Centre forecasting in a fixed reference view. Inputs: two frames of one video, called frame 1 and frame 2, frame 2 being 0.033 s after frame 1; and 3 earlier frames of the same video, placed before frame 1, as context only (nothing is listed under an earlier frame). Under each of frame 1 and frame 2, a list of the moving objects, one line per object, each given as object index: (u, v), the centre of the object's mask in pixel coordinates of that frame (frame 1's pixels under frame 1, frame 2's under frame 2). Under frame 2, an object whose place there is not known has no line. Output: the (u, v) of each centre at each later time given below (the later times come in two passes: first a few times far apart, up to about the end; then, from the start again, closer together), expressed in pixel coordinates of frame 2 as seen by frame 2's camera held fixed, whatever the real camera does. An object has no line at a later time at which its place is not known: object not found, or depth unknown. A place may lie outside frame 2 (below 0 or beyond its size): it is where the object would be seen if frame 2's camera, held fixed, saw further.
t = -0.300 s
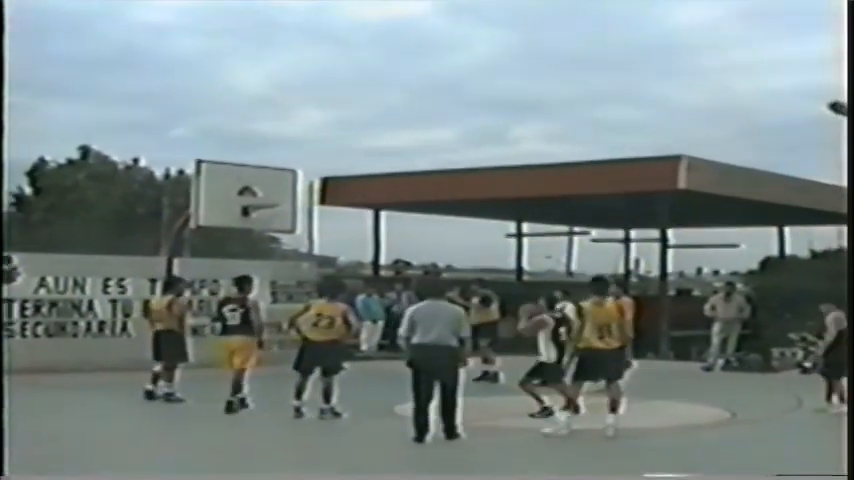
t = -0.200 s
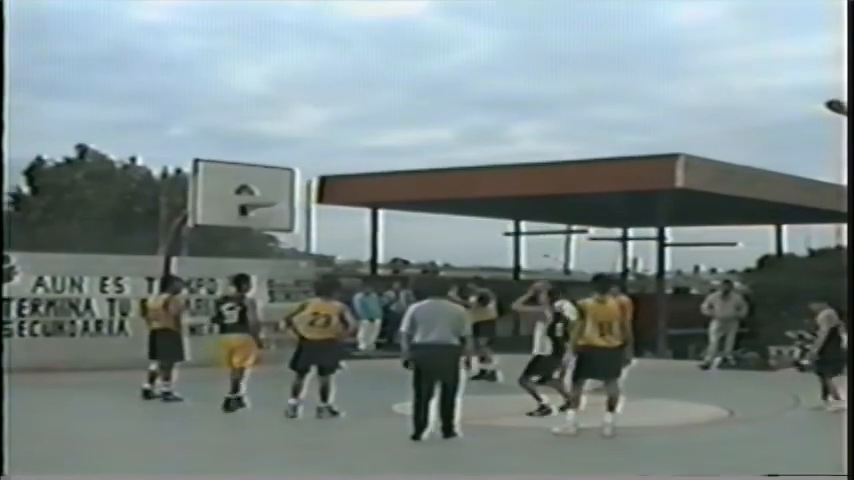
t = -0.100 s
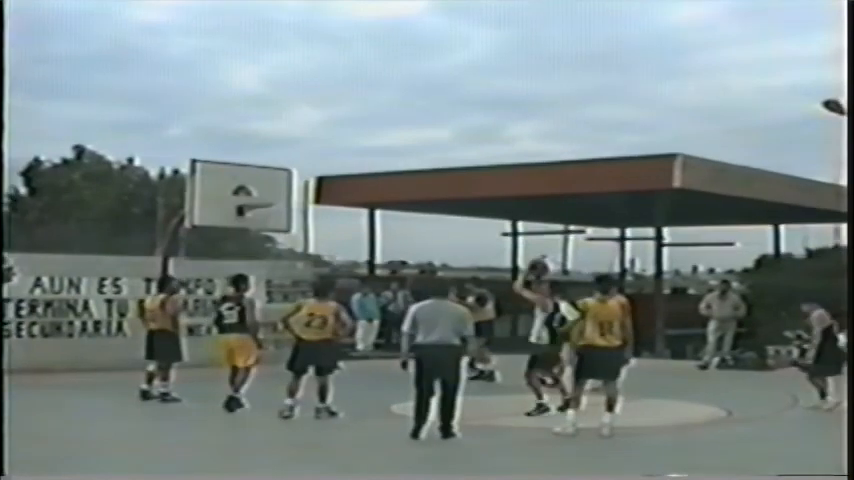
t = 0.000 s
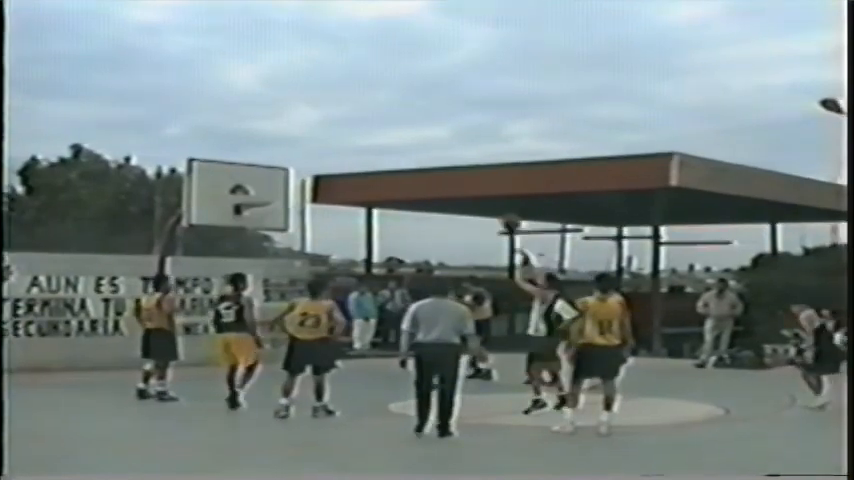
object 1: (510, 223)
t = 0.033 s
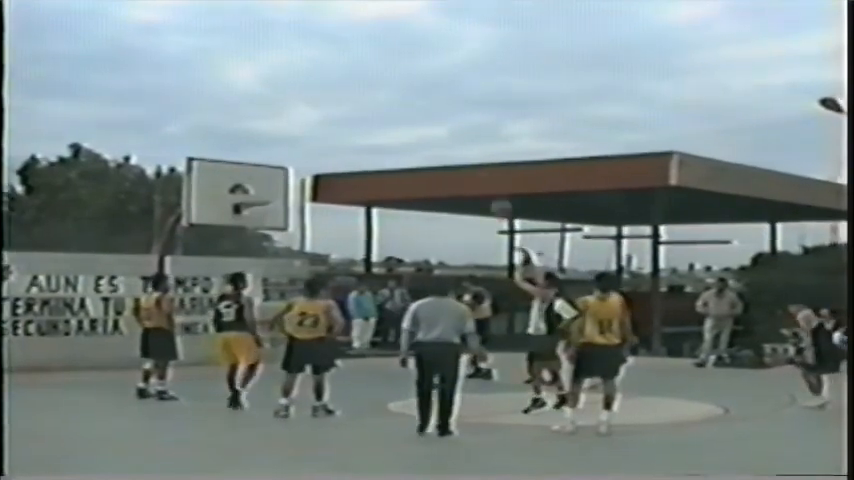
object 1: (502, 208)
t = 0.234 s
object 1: (447, 149)
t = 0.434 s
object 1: (397, 120)
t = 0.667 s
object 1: (343, 119)
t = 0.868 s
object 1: (301, 142)
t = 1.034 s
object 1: (268, 177)
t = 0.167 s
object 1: (464, 162)
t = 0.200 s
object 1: (455, 157)
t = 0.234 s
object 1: (447, 149)
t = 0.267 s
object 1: (437, 142)
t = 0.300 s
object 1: (431, 136)
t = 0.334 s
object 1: (421, 131)
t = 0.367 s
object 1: (412, 127)
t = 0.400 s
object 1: (405, 123)
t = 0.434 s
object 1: (397, 120)
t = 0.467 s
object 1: (389, 118)
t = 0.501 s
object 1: (380, 117)
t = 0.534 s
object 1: (373, 116)
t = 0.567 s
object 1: (365, 116)
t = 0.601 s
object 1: (359, 116)
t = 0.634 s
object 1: (350, 117)
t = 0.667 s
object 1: (343, 119)
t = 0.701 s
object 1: (336, 121)
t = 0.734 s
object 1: (330, 124)
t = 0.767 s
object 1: (322, 128)
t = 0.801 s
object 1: (315, 132)
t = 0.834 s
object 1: (308, 137)
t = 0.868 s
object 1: (301, 142)
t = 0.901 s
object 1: (294, 148)
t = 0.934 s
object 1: (287, 154)
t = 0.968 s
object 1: (280, 161)
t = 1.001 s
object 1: (274, 168)
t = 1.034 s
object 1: (268, 177)
